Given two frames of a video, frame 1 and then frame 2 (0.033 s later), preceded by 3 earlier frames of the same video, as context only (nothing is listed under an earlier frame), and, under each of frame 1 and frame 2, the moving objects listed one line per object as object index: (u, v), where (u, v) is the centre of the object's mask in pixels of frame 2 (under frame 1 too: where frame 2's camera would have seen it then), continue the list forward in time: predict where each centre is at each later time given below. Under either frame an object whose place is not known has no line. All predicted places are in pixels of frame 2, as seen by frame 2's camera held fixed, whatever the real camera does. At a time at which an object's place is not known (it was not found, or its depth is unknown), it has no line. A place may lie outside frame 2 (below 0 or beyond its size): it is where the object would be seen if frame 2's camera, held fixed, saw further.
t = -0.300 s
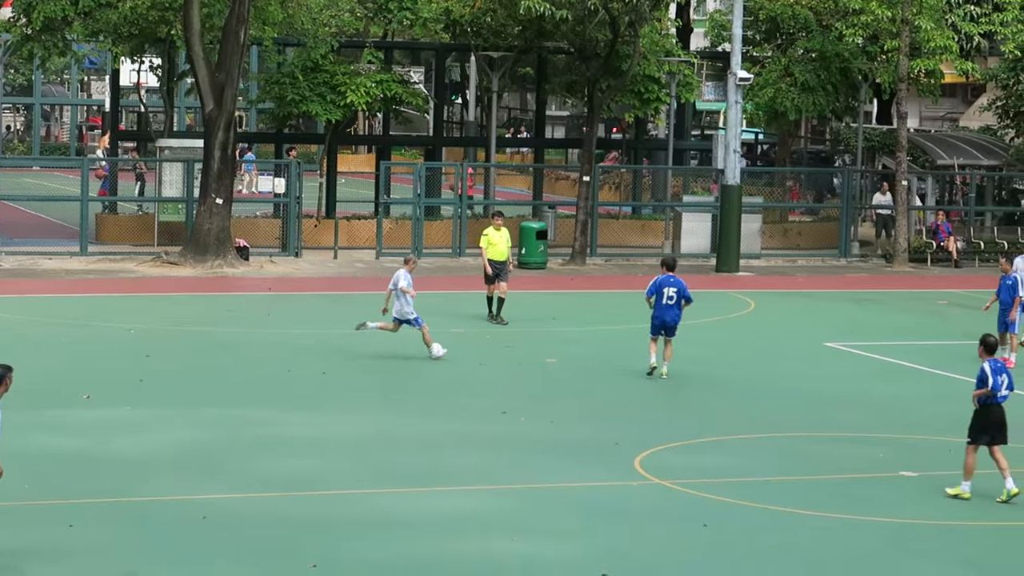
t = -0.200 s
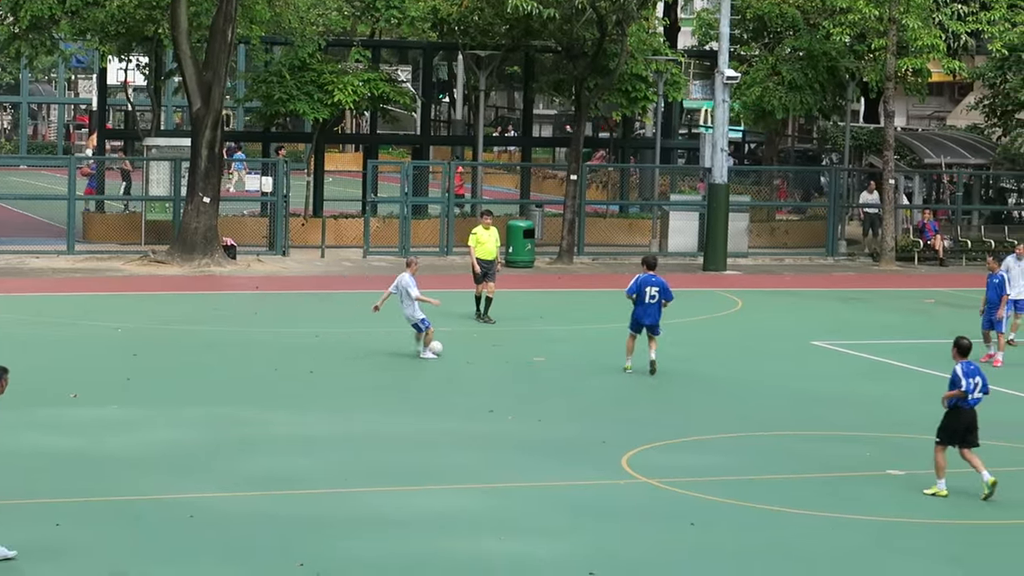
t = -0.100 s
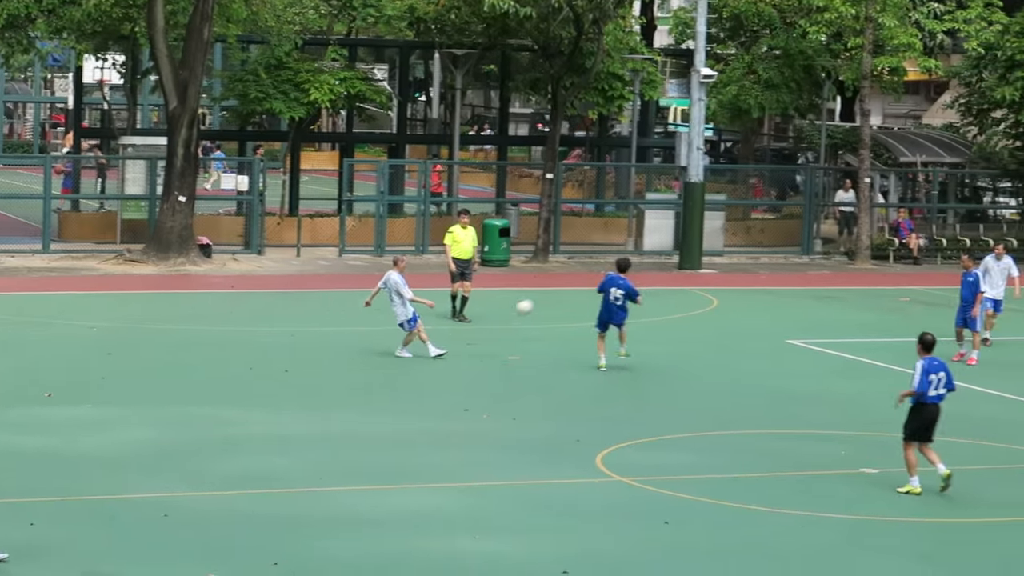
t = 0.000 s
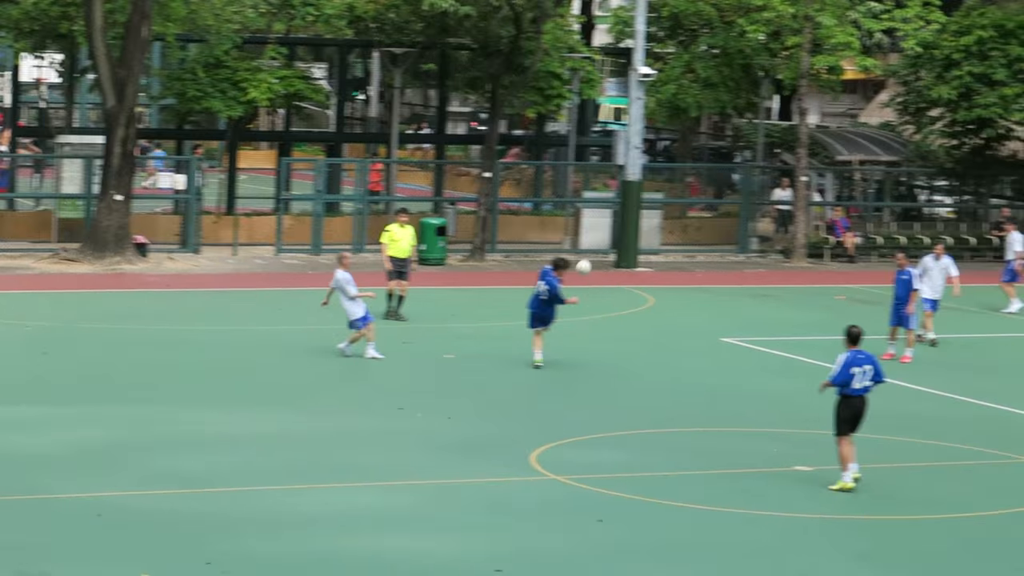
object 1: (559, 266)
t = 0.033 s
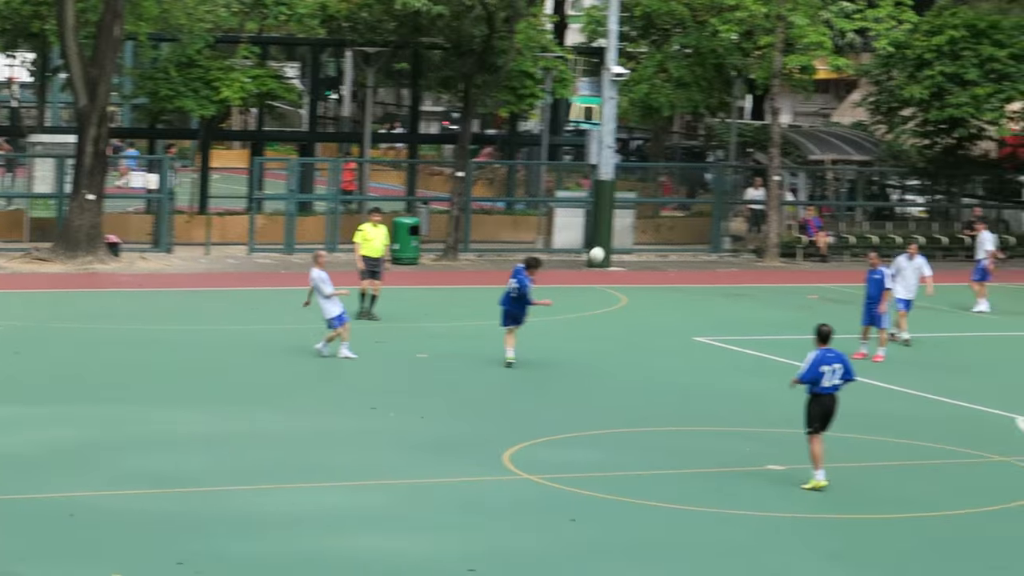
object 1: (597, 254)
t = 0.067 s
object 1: (633, 243)
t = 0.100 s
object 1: (667, 233)
